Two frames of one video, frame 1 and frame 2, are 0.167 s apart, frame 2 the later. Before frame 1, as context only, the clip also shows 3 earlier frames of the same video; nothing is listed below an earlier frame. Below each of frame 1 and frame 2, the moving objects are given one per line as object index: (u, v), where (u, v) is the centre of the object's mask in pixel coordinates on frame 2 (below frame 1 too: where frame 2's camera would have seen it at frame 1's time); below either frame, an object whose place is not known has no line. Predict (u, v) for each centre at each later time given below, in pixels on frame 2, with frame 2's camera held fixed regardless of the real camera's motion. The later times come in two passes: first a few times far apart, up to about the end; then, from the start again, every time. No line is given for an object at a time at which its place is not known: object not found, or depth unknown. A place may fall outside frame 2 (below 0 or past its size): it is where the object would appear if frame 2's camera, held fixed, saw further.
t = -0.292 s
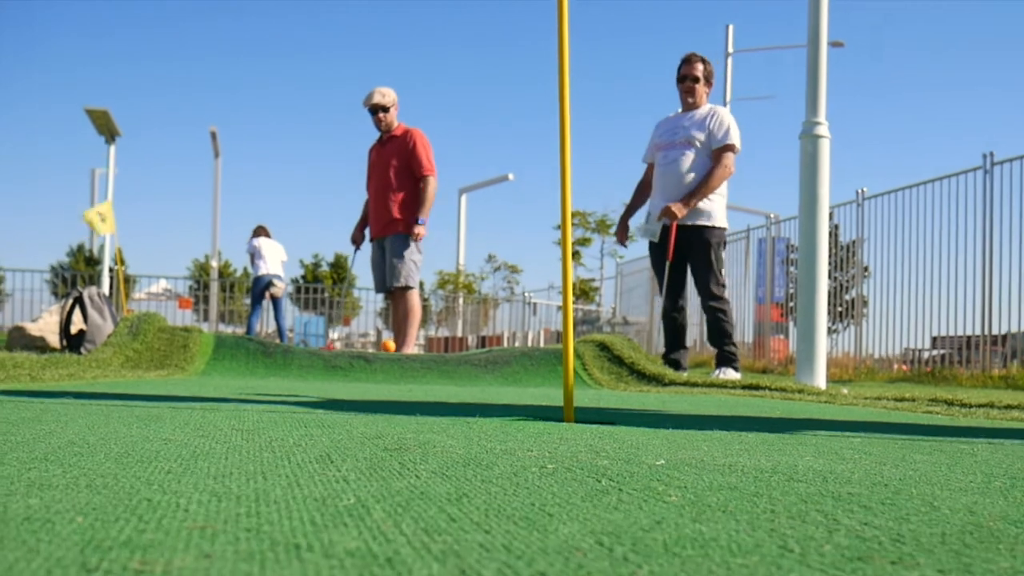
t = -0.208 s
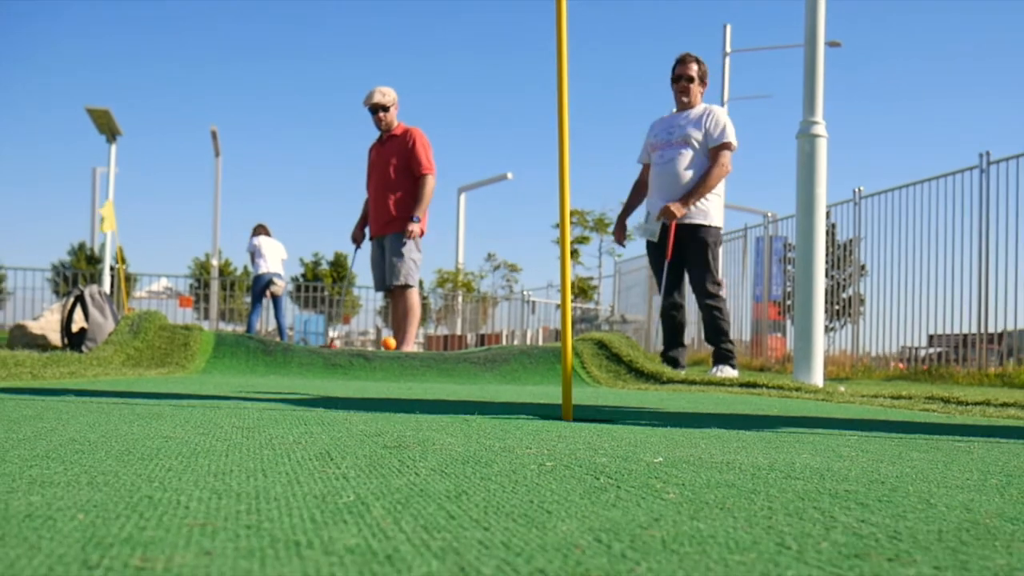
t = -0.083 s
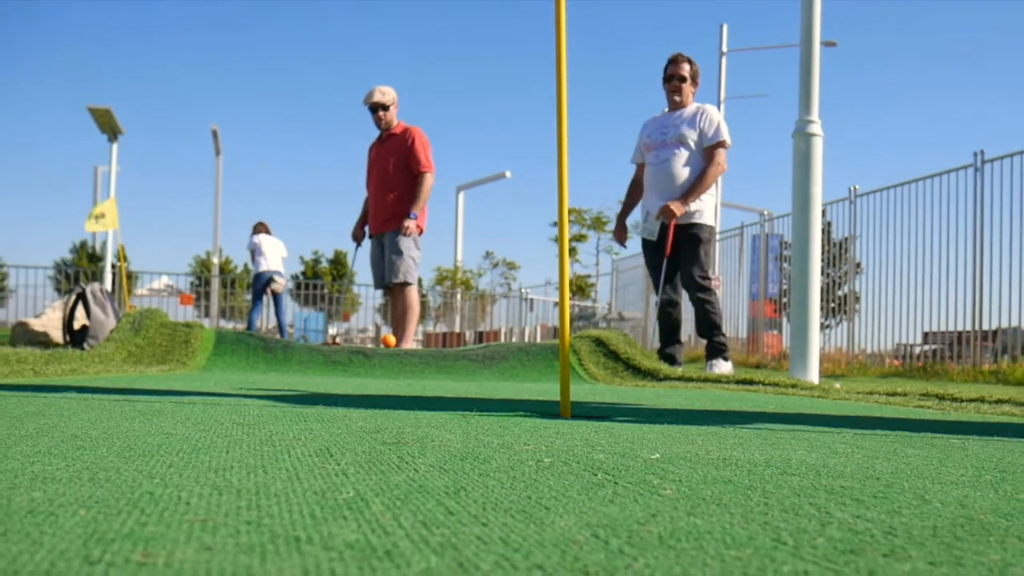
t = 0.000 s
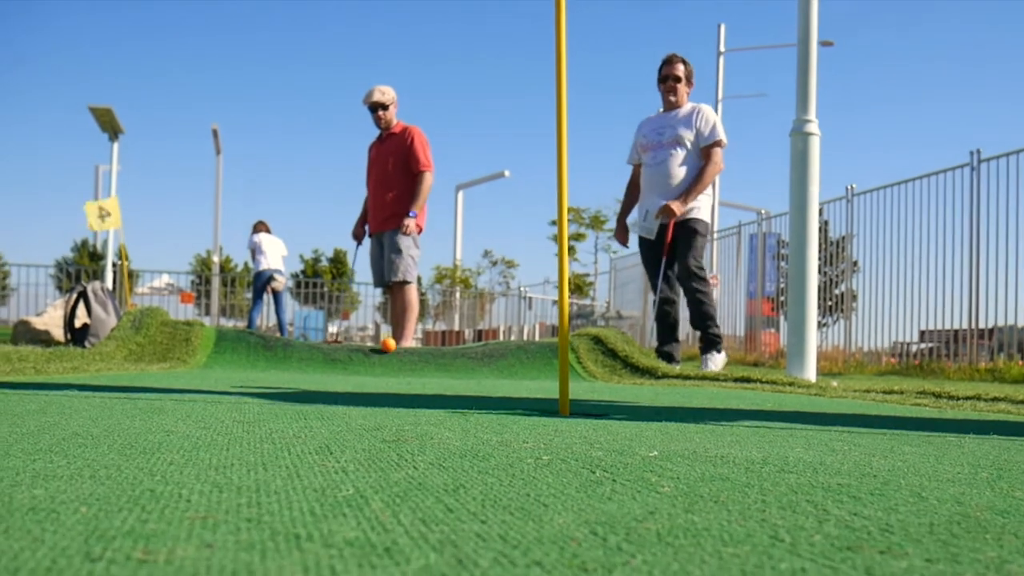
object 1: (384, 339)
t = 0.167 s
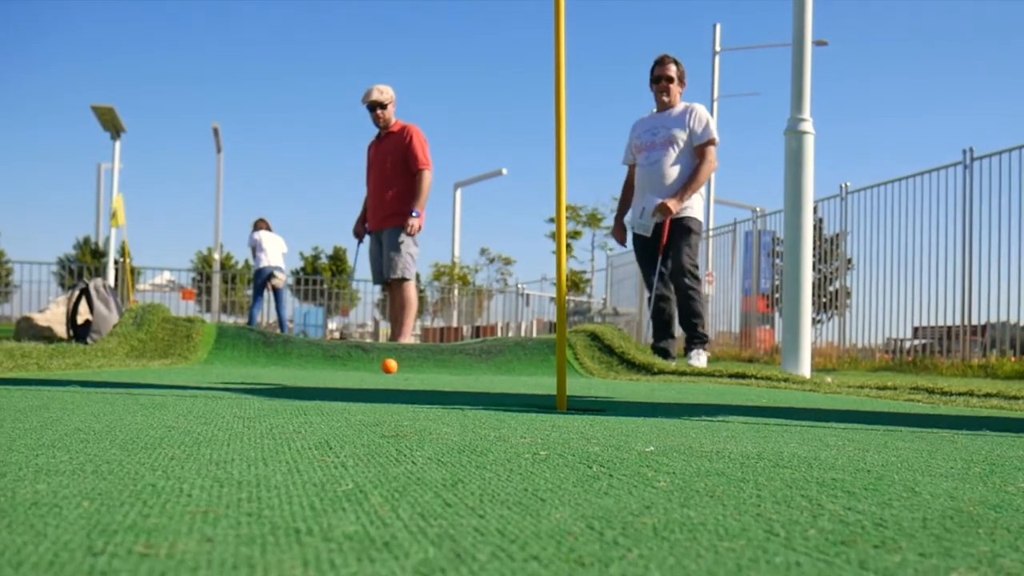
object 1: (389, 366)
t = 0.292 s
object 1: (394, 366)
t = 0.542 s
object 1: (405, 368)
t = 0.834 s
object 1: (418, 369)
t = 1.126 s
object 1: (430, 375)
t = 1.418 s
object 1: (443, 381)
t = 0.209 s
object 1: (391, 366)
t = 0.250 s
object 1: (393, 366)
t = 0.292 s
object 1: (394, 366)
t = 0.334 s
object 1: (395, 366)
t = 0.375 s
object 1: (397, 367)
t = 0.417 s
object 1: (399, 367)
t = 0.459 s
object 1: (401, 367)
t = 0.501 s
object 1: (403, 367)
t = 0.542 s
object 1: (405, 368)
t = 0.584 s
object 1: (407, 369)
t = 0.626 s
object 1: (409, 369)
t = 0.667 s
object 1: (410, 369)
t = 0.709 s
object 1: (412, 369)
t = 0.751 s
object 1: (414, 370)
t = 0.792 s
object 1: (416, 370)
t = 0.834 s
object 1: (418, 369)
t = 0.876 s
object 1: (420, 370)
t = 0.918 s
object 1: (422, 370)
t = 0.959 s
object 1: (423, 371)
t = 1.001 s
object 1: (425, 372)
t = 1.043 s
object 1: (426, 373)
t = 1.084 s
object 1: (428, 374)
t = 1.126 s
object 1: (430, 375)
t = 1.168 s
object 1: (432, 375)
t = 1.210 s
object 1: (433, 377)
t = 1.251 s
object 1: (435, 378)
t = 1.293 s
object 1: (437, 379)
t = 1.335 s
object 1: (439, 380)
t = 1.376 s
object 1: (441, 381)
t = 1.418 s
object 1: (443, 381)
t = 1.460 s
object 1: (444, 382)
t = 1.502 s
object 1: (445, 384)
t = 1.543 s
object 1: (446, 385)
